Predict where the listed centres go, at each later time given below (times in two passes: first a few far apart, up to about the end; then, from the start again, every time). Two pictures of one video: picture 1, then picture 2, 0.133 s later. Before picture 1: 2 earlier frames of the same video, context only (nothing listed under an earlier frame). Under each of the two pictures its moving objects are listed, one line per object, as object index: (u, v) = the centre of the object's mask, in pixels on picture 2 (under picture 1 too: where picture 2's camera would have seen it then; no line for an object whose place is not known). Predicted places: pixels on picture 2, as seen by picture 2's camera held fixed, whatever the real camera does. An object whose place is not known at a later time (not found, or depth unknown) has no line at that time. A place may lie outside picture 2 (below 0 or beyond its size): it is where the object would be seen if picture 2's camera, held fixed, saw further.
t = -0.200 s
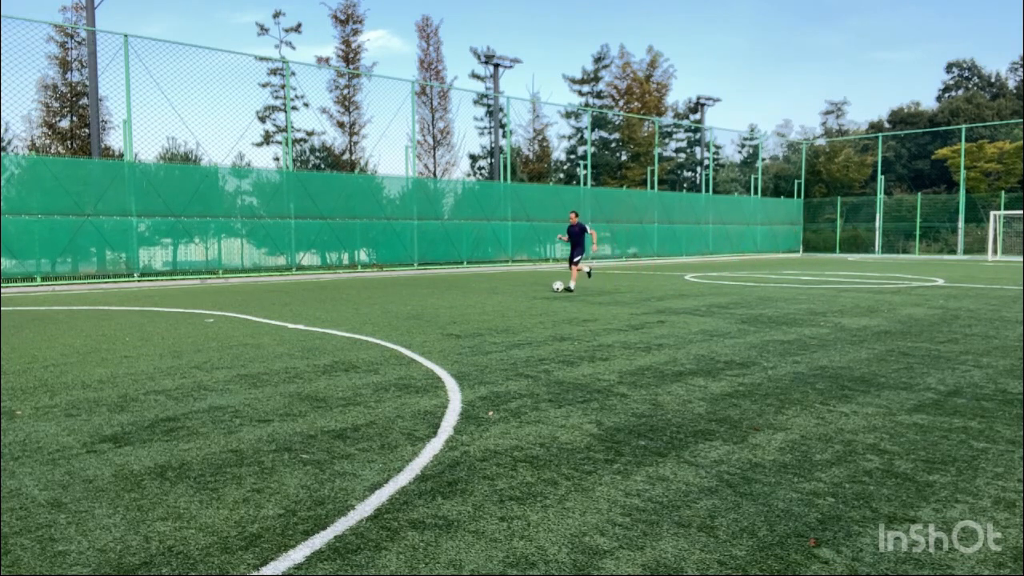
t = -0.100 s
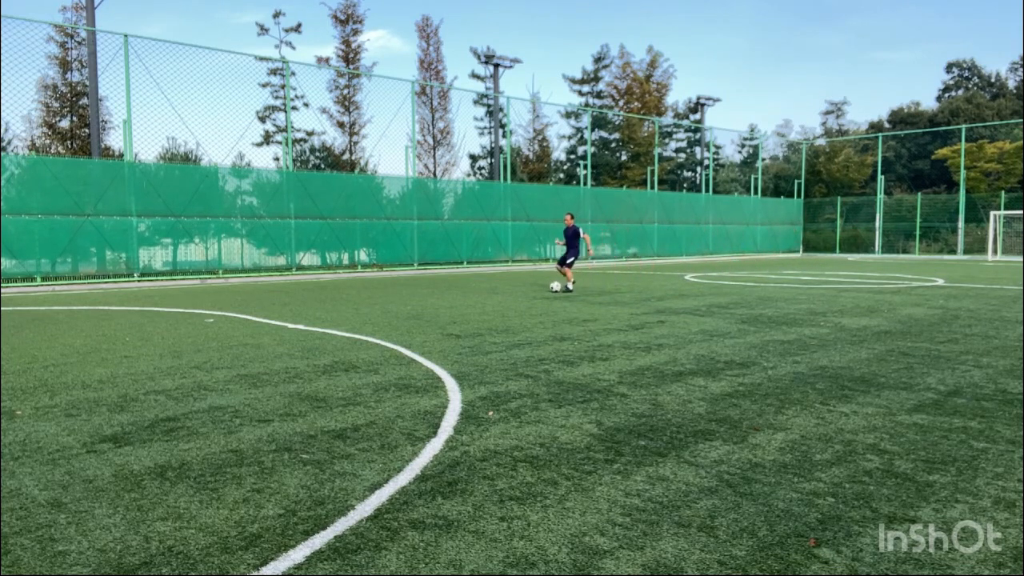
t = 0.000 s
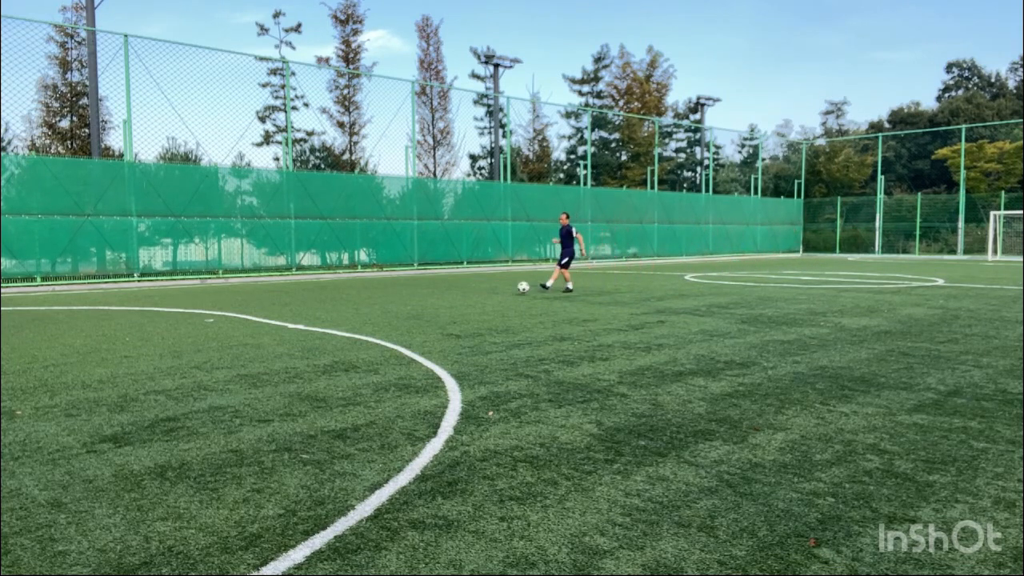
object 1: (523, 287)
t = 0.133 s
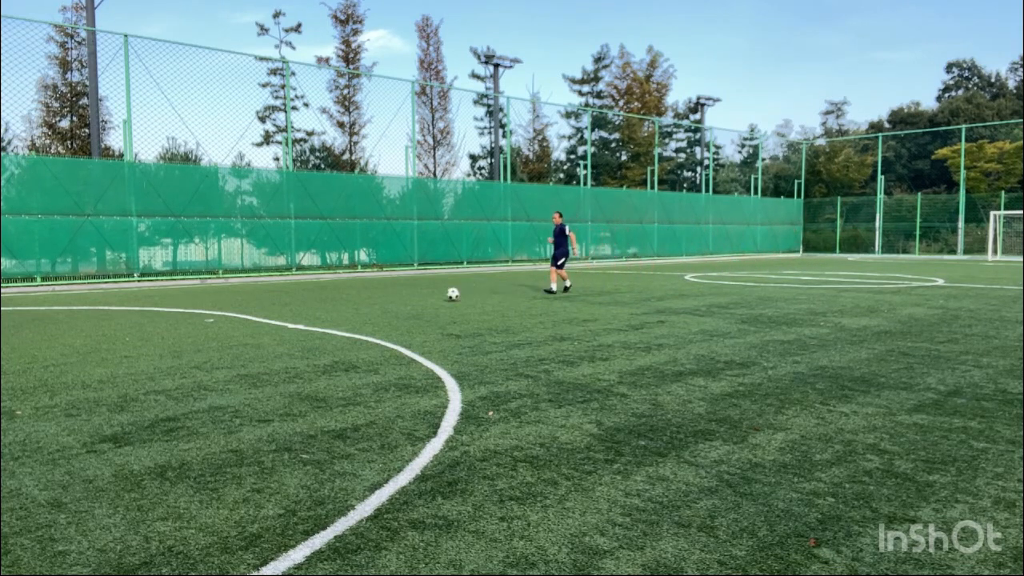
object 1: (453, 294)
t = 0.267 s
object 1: (373, 300)
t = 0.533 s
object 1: (176, 320)
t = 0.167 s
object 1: (434, 296)
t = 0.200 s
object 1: (414, 298)
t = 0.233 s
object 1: (394, 299)
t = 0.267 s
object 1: (373, 300)
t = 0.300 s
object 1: (352, 303)
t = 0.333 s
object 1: (329, 306)
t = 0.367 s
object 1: (307, 309)
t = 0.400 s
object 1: (282, 310)
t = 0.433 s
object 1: (257, 312)
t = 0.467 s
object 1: (231, 315)
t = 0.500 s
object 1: (204, 319)
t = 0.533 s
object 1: (176, 320)
